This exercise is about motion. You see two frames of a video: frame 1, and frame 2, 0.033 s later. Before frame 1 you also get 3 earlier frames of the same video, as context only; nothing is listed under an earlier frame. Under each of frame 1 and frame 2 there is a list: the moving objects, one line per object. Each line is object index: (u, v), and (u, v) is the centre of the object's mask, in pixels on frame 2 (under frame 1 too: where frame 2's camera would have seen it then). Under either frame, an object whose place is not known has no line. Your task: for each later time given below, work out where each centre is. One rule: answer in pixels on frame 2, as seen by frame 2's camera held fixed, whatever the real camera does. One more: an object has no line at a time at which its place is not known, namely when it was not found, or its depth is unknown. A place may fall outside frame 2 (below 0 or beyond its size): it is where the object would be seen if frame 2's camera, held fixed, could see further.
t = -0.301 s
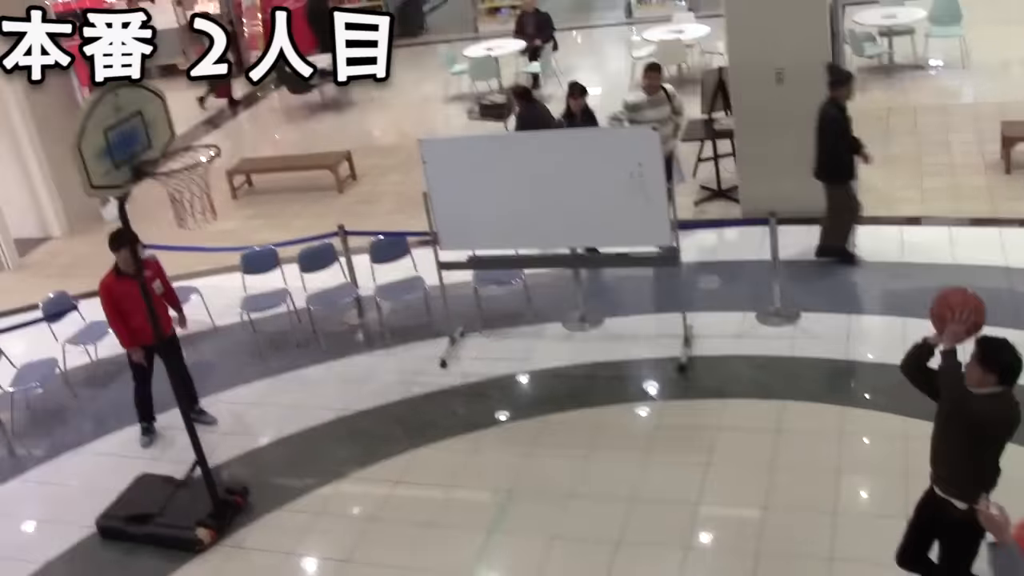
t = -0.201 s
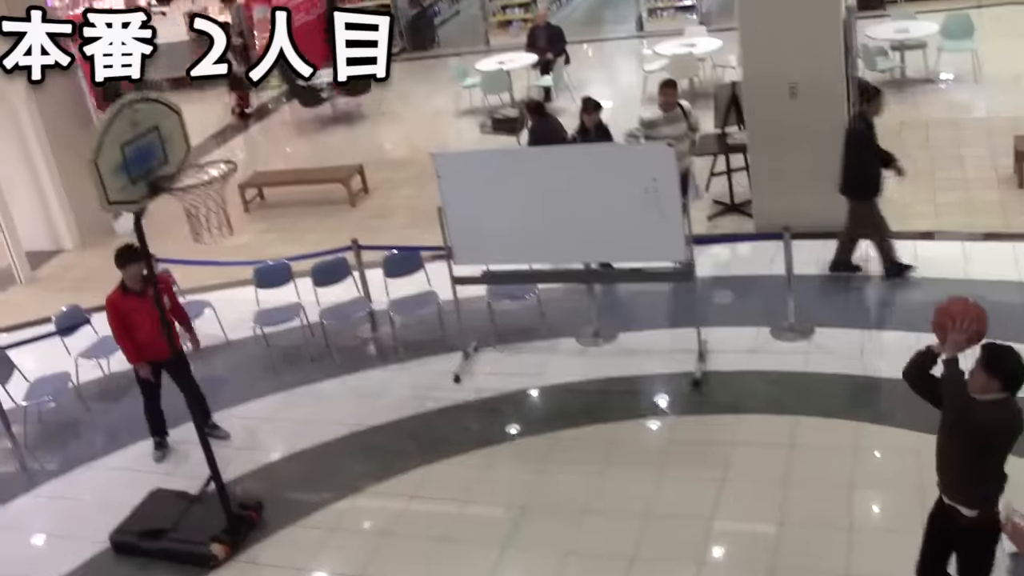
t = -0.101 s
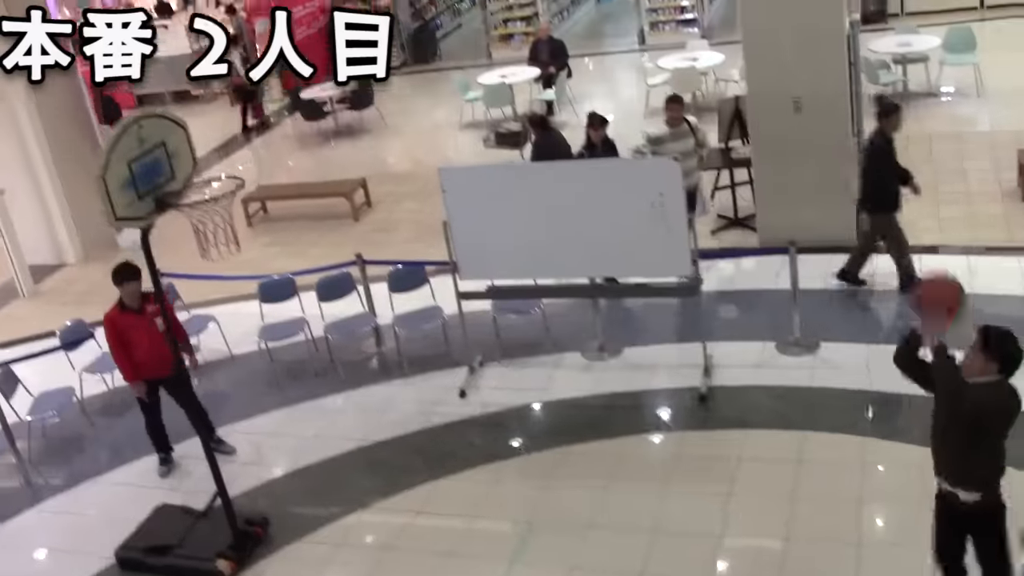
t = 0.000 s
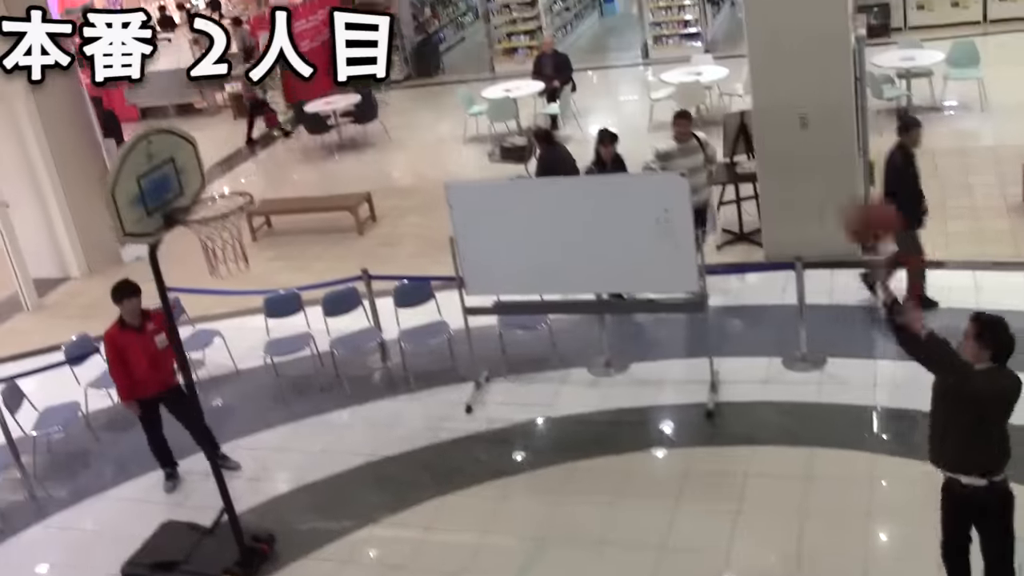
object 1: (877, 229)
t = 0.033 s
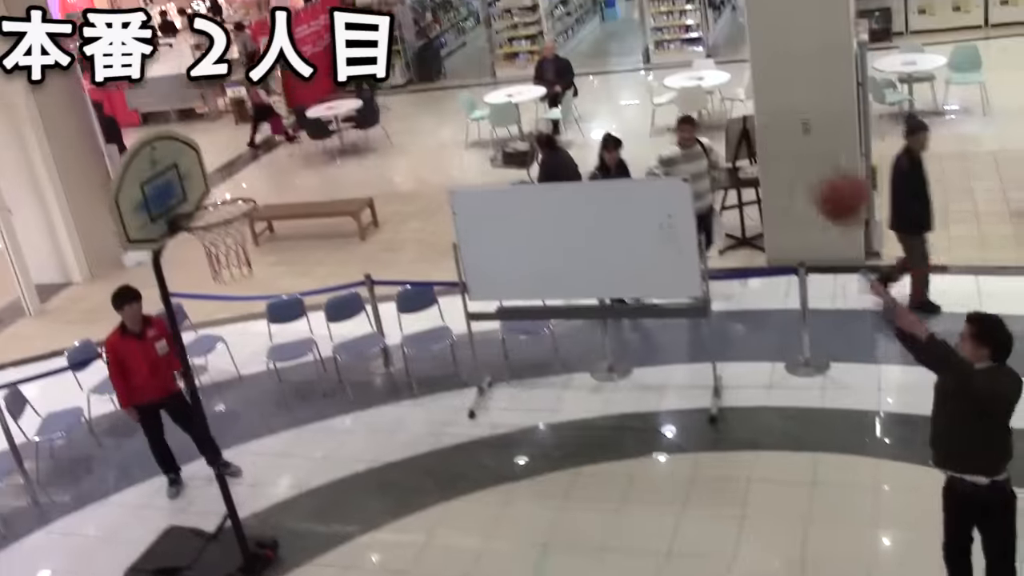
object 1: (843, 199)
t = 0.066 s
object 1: (811, 170)
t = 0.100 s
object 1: (781, 142)
